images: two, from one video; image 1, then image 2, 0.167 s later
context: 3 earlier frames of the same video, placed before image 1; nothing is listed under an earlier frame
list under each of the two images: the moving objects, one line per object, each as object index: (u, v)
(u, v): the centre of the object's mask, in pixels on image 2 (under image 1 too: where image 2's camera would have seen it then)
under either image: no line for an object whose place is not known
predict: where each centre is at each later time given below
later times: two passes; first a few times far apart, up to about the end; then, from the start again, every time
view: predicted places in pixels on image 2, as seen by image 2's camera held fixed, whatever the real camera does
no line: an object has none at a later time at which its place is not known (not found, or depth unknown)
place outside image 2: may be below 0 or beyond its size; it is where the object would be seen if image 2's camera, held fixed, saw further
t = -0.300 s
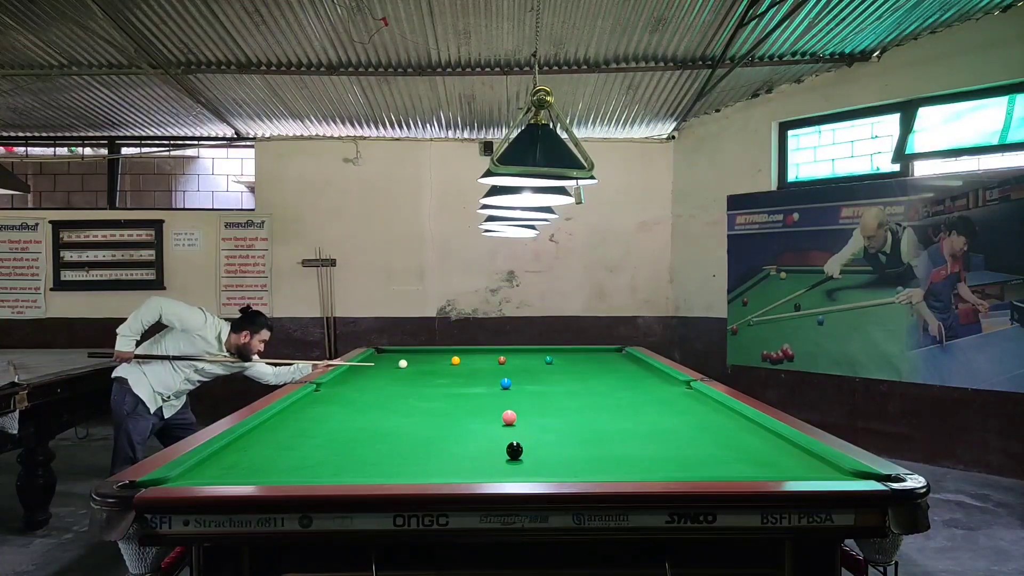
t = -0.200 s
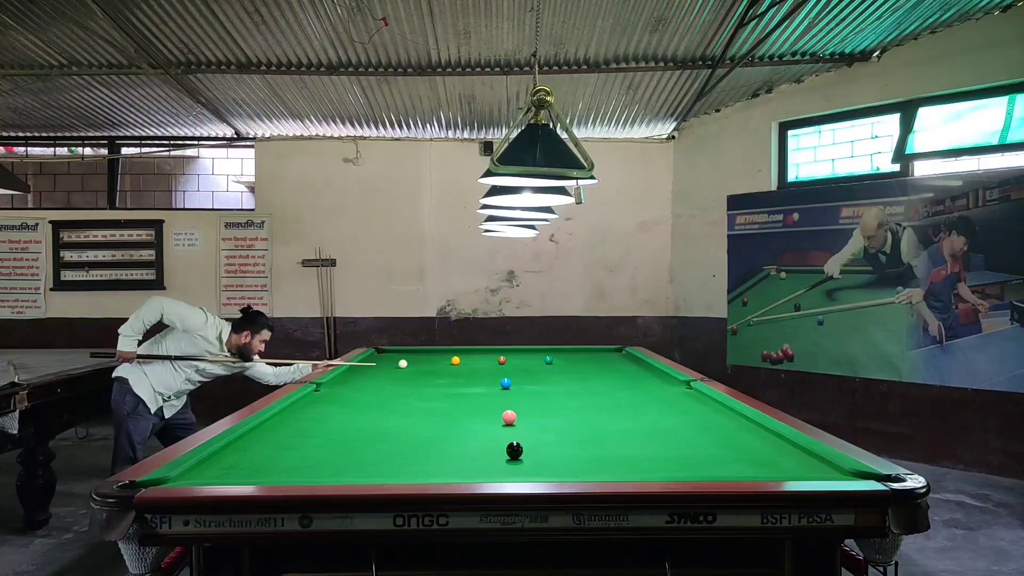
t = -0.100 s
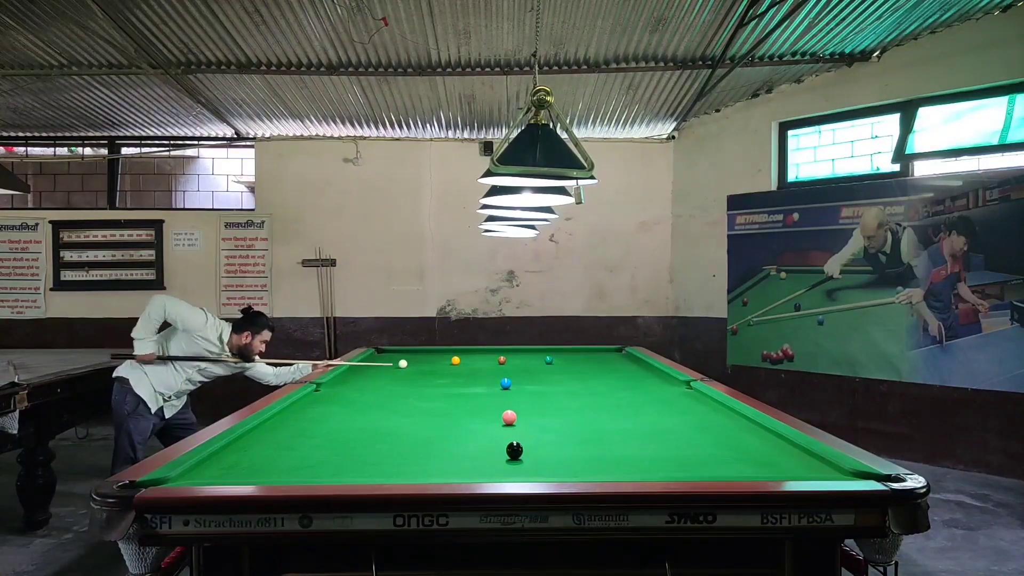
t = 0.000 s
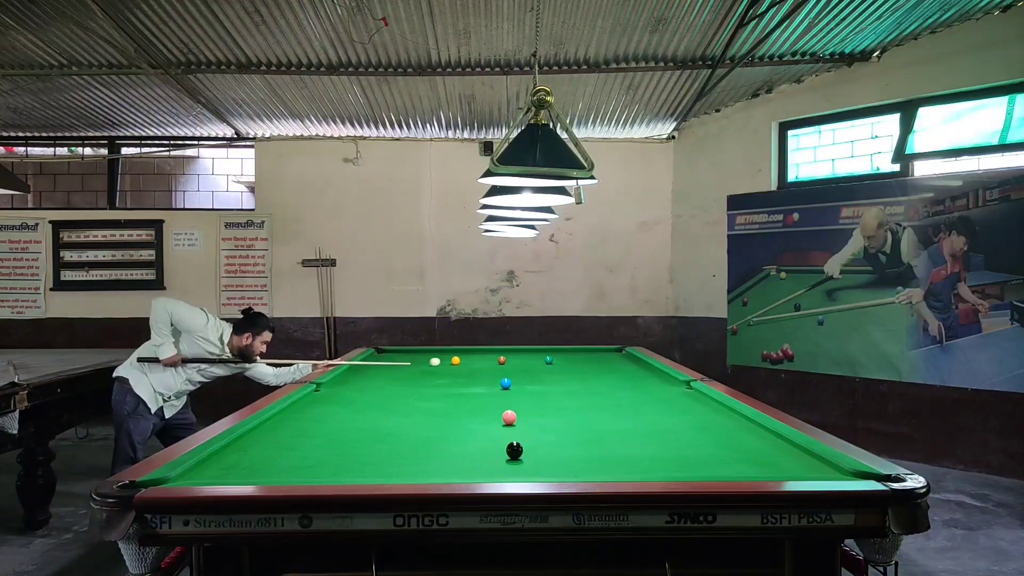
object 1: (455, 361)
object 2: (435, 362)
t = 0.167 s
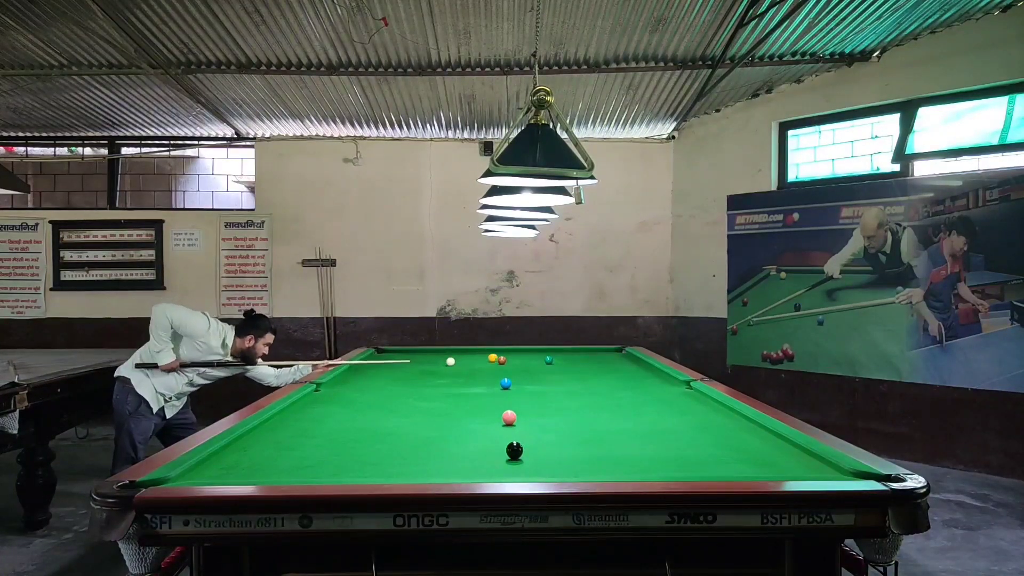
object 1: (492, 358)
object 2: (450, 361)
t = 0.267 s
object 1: (516, 356)
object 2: (452, 362)
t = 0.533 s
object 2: (456, 362)
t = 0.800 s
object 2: (460, 363)
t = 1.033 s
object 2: (462, 364)
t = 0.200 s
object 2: (451, 361)
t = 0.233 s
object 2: (451, 362)
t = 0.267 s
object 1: (516, 356)
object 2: (452, 362)
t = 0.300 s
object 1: (523, 356)
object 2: (453, 362)
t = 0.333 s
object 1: (529, 355)
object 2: (453, 362)
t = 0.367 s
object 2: (454, 362)
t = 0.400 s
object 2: (454, 362)
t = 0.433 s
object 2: (455, 362)
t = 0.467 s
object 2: (455, 362)
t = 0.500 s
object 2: (456, 362)
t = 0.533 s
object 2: (456, 362)
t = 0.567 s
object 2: (457, 363)
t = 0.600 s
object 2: (457, 363)
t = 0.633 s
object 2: (458, 363)
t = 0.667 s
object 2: (458, 363)
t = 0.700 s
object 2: (459, 363)
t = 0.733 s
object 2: (459, 363)
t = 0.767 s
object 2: (459, 363)
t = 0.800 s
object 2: (460, 363)
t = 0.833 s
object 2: (460, 363)
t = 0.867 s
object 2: (461, 363)
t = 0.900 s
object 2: (461, 363)
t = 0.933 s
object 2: (461, 364)
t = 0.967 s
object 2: (462, 364)
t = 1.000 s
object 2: (462, 364)
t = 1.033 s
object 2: (462, 364)
